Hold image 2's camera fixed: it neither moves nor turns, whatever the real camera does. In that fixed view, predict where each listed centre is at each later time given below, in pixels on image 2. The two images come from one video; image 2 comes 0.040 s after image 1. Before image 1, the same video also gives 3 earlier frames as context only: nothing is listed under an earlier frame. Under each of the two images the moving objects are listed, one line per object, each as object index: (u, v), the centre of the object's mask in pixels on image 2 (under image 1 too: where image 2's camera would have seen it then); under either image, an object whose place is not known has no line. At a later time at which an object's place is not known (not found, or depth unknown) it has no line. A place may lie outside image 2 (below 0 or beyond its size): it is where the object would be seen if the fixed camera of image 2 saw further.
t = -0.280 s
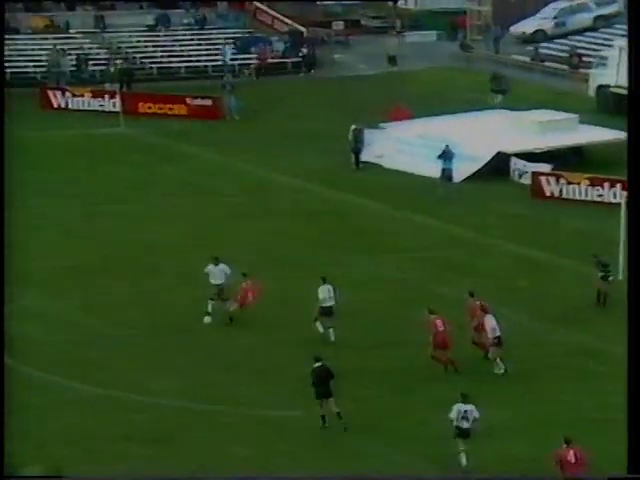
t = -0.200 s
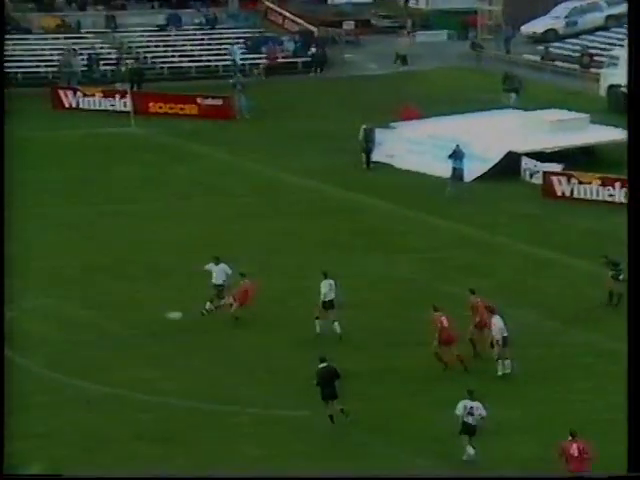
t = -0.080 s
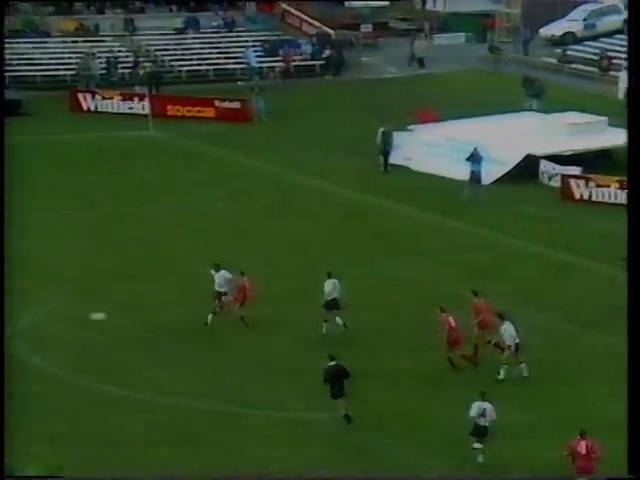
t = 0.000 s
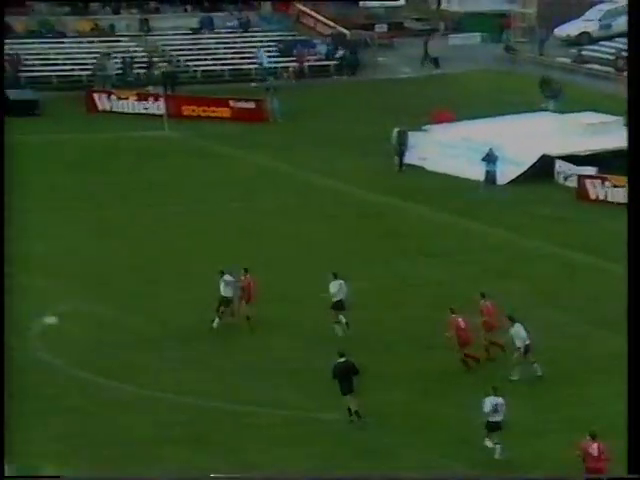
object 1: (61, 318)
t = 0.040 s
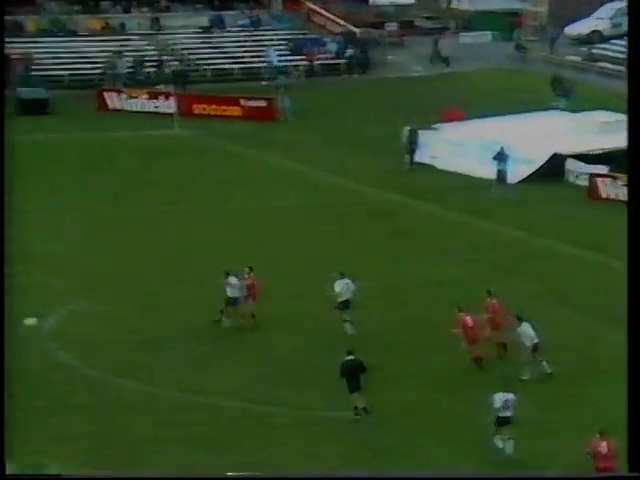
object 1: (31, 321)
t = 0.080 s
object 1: (-1, 326)
